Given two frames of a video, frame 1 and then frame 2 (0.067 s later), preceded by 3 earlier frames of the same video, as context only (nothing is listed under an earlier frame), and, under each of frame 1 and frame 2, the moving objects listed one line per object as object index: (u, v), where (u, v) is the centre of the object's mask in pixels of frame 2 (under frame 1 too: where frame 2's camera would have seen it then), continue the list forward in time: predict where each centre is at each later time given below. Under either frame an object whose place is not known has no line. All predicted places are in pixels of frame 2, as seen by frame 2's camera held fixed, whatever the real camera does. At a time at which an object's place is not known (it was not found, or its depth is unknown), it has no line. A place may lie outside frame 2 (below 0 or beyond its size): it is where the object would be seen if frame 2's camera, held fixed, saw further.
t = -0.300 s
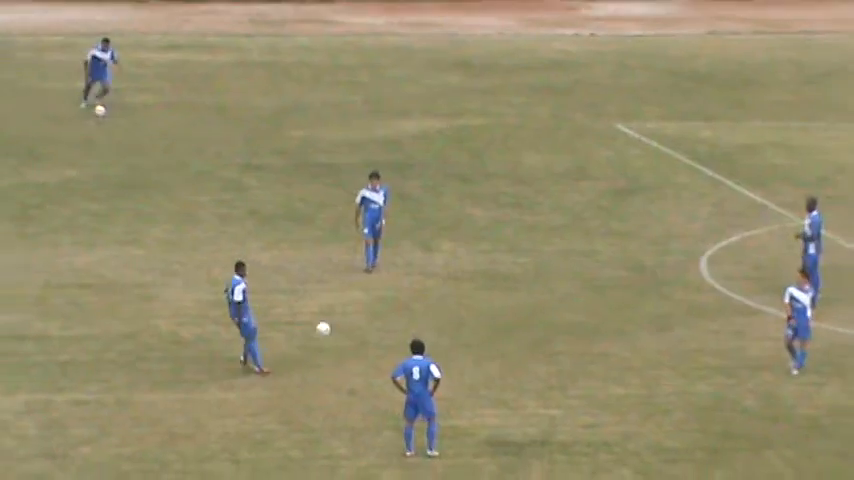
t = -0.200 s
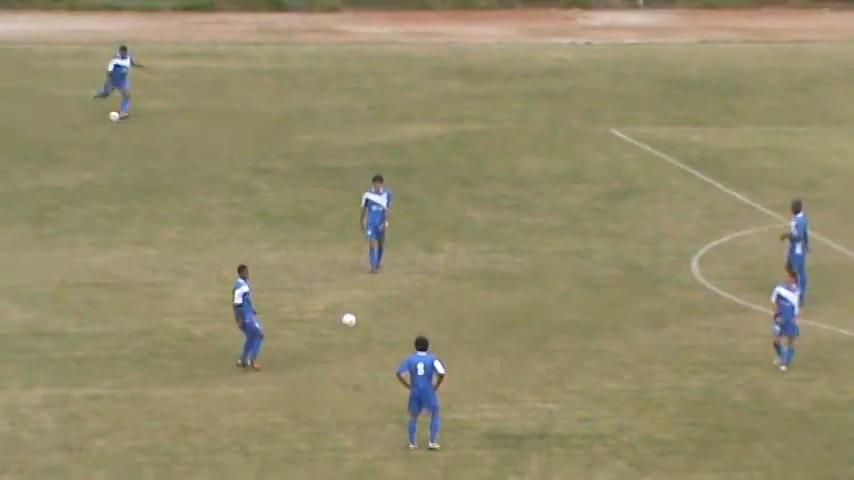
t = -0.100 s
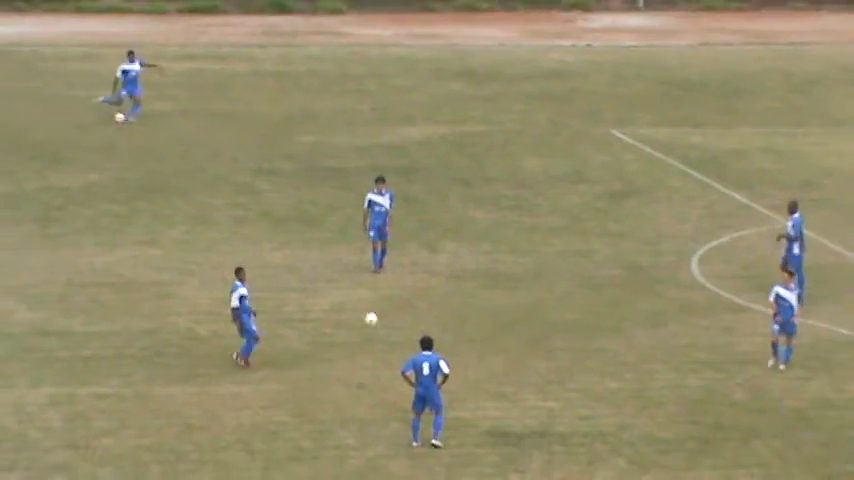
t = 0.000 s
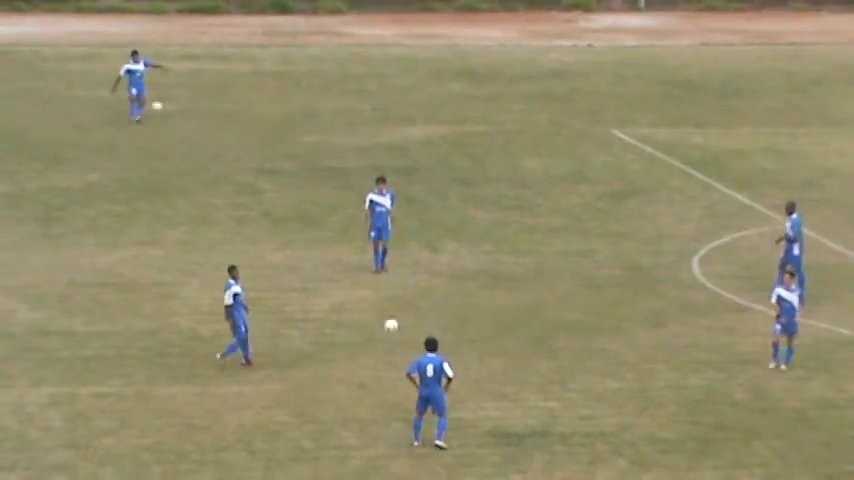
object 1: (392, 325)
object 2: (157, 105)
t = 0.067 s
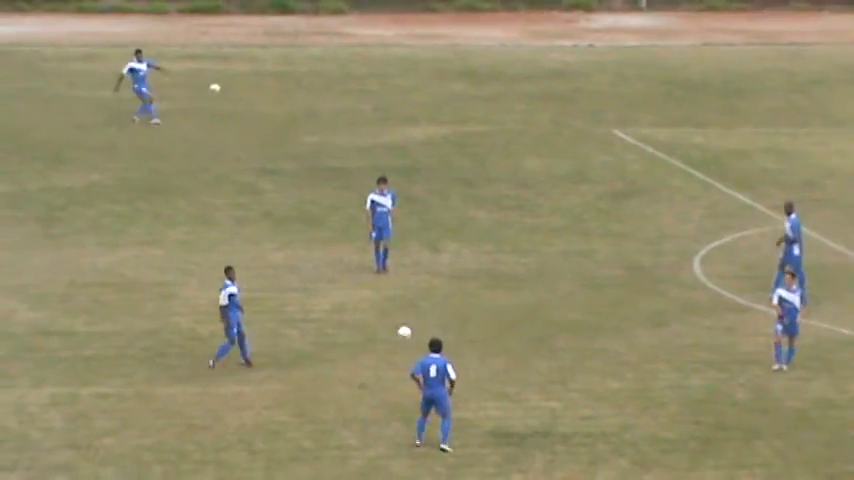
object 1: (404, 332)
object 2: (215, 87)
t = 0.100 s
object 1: (410, 337)
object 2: (244, 79)
